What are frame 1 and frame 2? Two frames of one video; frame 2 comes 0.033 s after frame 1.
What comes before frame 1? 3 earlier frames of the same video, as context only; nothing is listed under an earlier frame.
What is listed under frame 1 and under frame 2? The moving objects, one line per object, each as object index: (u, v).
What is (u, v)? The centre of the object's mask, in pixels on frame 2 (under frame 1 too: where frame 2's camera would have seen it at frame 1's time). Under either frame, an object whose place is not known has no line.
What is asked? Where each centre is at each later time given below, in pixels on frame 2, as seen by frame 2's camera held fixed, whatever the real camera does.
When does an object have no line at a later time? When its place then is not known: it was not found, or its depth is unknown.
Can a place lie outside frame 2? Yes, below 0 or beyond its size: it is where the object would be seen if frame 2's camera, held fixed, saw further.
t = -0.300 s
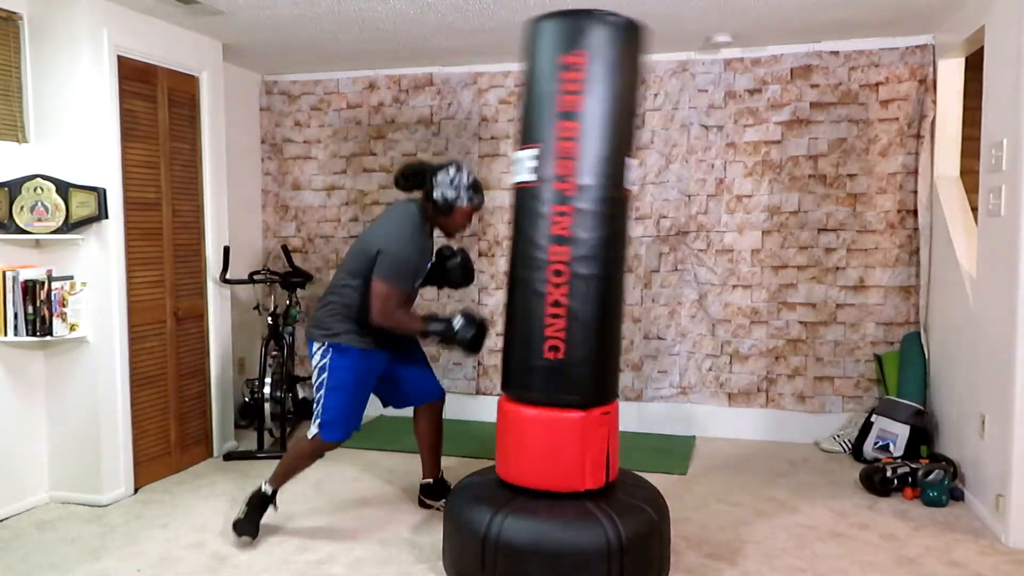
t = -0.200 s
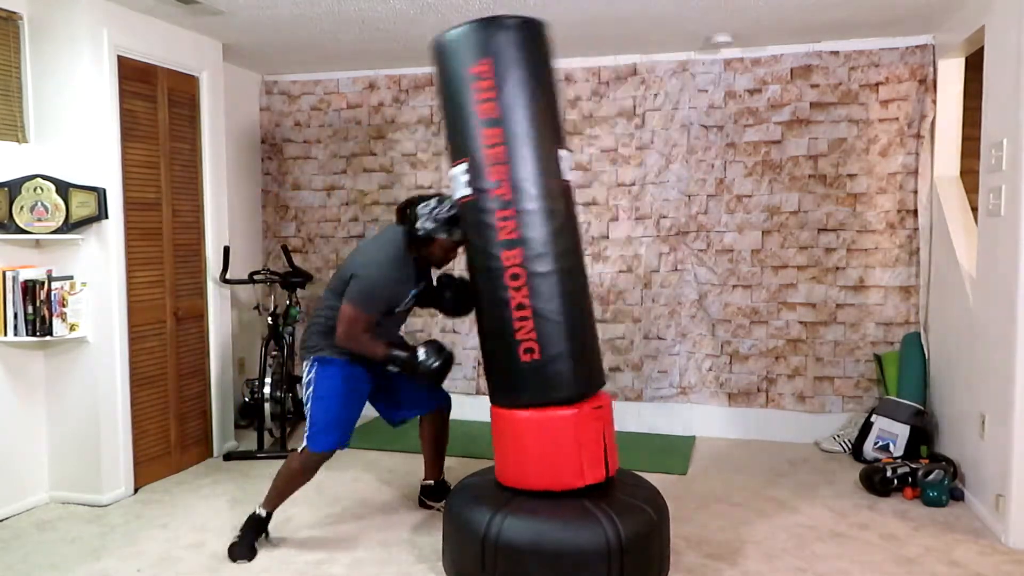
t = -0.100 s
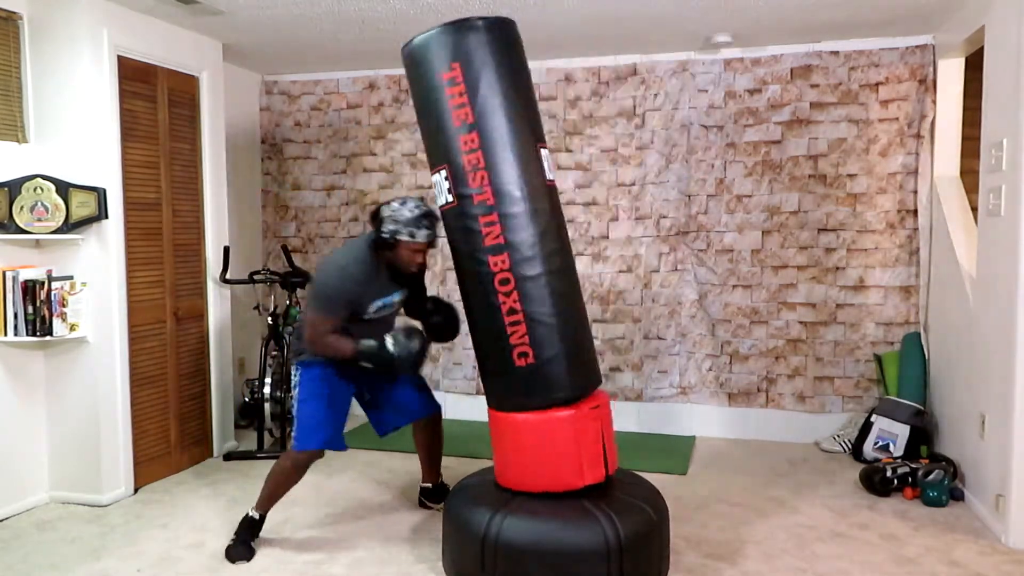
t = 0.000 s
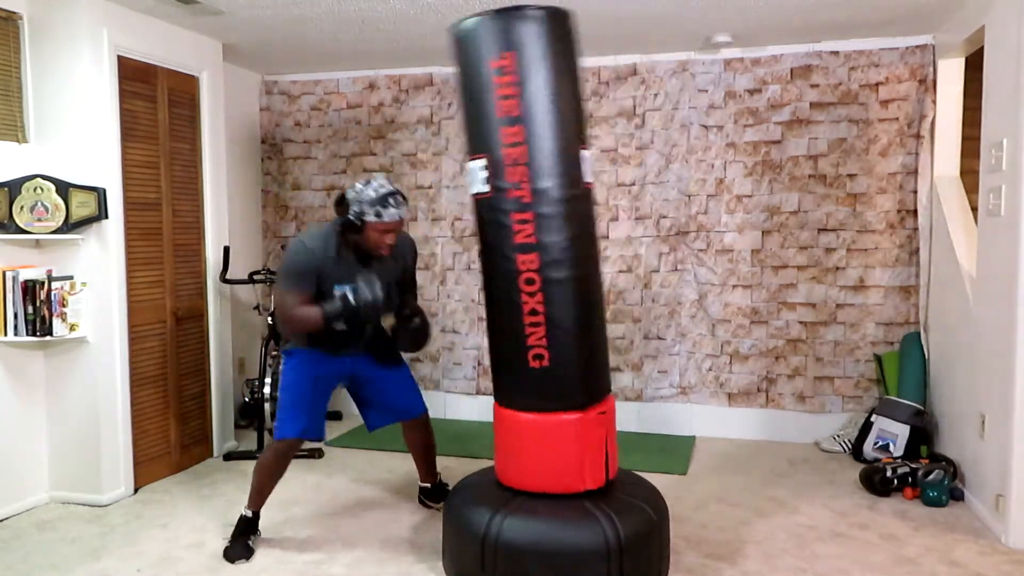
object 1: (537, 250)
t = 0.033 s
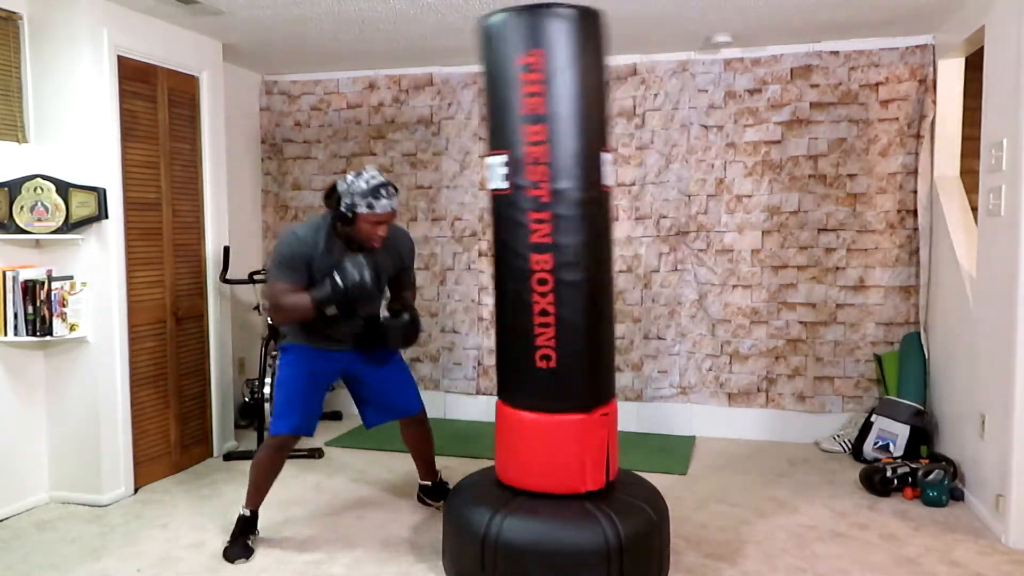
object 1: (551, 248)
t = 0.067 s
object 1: (565, 247)
